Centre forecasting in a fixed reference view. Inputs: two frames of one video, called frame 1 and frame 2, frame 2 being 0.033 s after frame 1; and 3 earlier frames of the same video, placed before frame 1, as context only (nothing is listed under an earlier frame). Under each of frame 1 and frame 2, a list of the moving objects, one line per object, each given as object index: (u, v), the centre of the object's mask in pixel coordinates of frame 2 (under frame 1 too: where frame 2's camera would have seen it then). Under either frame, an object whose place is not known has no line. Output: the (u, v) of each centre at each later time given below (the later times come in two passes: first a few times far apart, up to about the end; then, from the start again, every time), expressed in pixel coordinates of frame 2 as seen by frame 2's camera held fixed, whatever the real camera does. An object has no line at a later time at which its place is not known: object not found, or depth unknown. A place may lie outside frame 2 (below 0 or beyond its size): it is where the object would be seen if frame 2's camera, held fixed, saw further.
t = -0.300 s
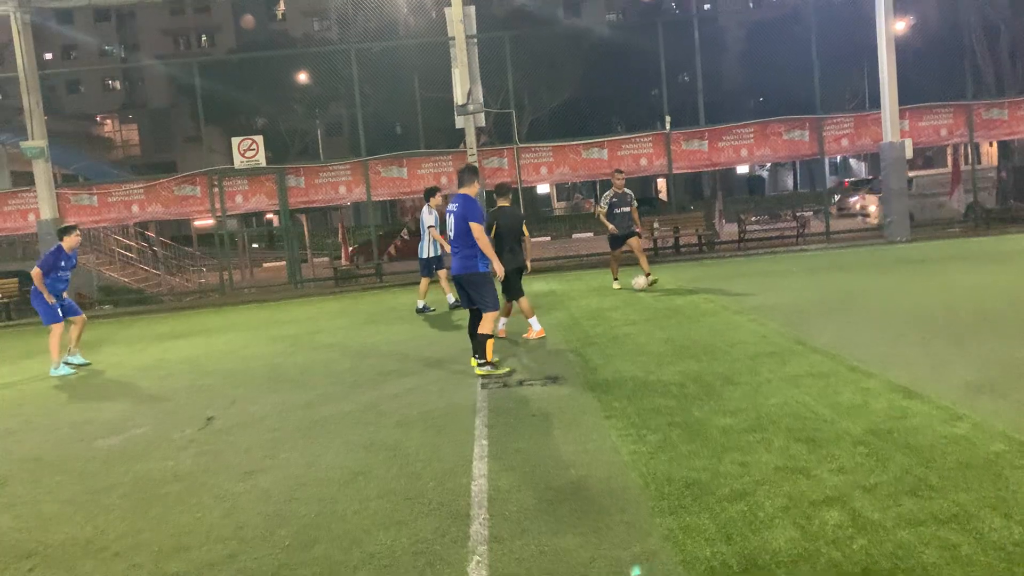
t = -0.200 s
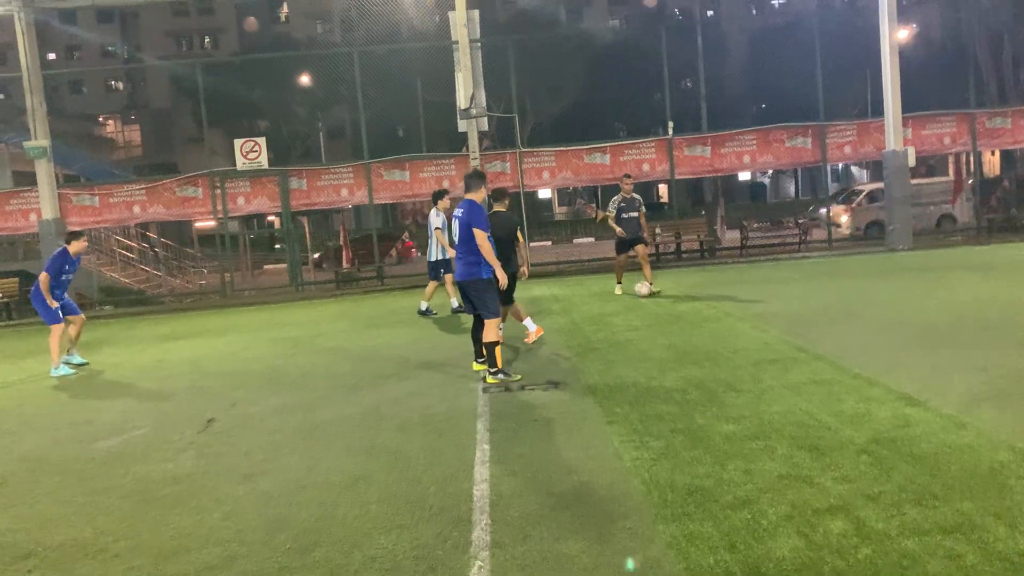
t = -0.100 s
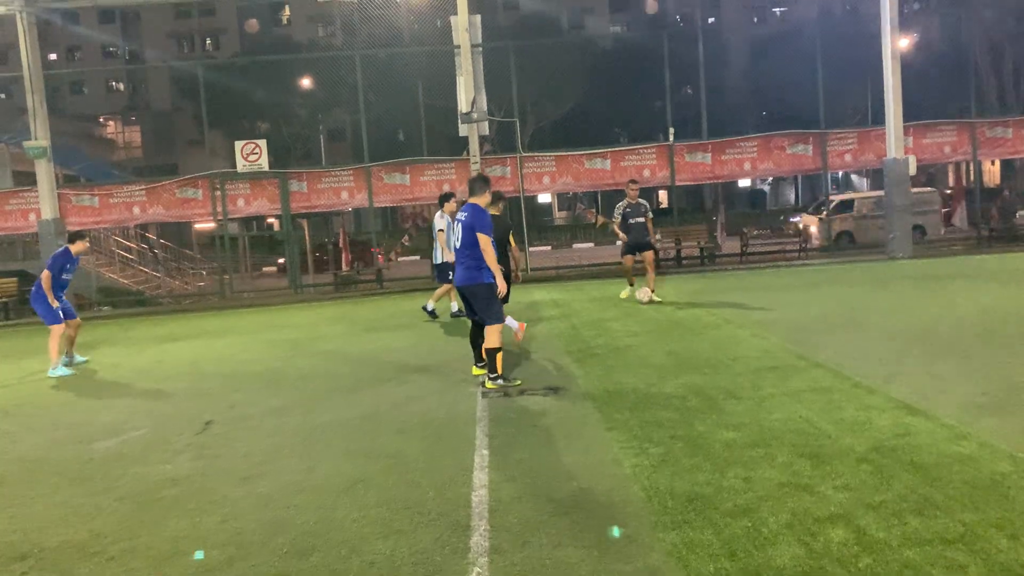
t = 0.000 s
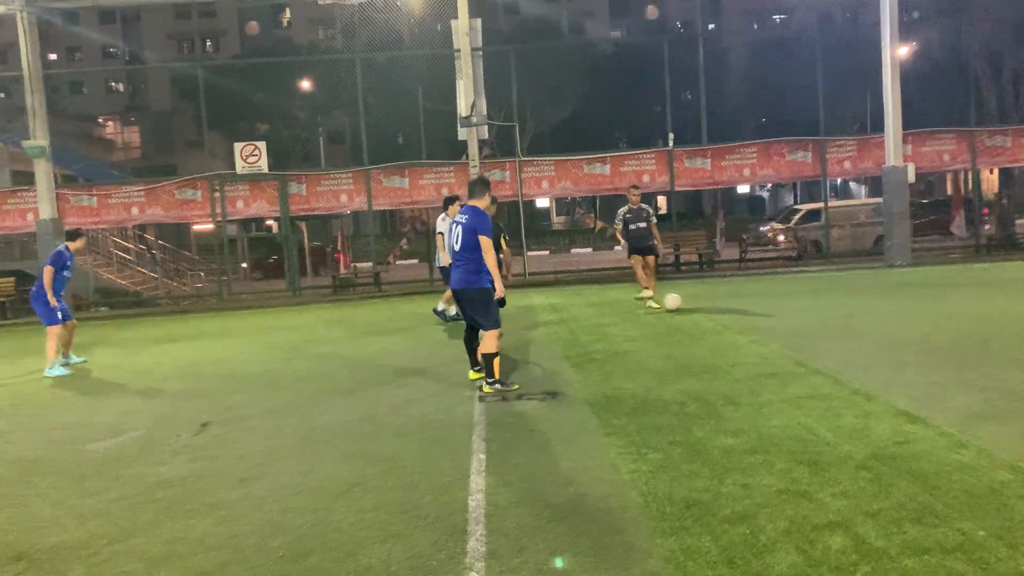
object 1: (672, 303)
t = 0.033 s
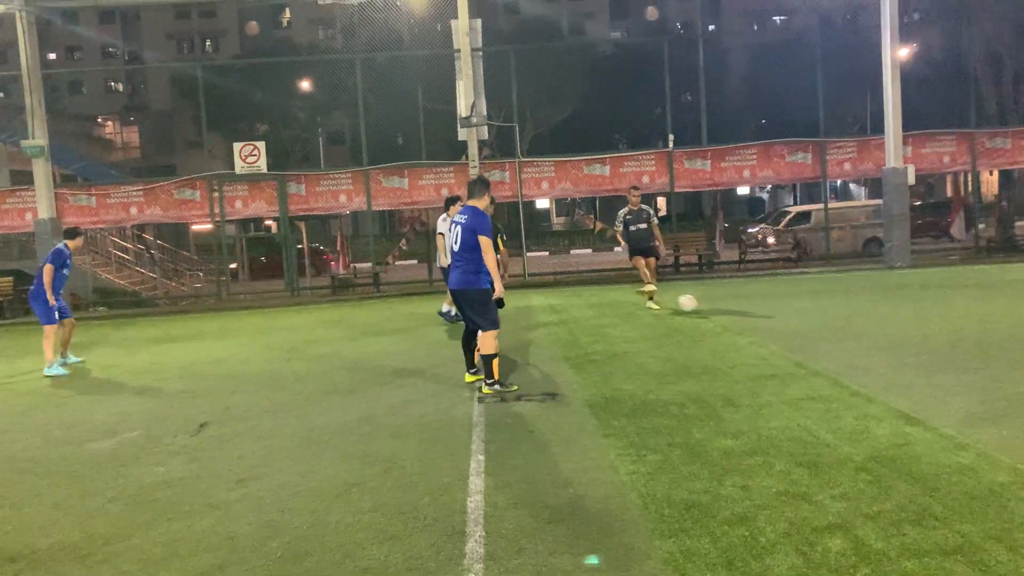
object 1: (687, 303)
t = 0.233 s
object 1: (795, 316)
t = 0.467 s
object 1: (941, 332)
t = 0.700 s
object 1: (1119, 357)
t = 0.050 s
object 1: (695, 303)
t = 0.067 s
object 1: (703, 304)
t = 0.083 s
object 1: (712, 305)
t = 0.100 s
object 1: (720, 306)
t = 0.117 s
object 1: (730, 308)
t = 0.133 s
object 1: (740, 310)
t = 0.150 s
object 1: (749, 313)
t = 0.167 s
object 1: (760, 316)
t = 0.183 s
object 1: (769, 317)
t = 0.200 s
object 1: (777, 317)
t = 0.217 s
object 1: (786, 316)
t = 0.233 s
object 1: (795, 316)
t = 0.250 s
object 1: (805, 316)
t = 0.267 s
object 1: (814, 316)
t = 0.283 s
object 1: (824, 317)
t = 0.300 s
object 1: (834, 318)
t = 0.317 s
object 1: (844, 320)
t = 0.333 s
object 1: (854, 322)
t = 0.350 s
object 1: (864, 324)
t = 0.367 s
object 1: (876, 326)
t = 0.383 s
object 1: (888, 329)
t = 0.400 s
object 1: (899, 333)
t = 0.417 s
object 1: (911, 335)
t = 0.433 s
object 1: (921, 334)
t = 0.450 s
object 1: (930, 333)
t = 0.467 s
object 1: (941, 332)
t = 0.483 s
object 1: (952, 332)
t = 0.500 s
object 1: (962, 332)
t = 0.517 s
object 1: (974, 332)
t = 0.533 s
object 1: (985, 334)
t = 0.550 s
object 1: (997, 335)
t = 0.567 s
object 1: (1009, 336)
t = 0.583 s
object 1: (1021, 338)
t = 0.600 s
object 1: (1034, 341)
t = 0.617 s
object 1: (1048, 344)
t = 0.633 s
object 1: (1061, 347)
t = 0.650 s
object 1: (1074, 351)
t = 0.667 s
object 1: (1088, 355)
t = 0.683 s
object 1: (1104, 357)
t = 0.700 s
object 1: (1119, 357)
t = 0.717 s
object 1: (1136, 356)
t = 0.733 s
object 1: (1151, 357)
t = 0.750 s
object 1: (1167, 358)
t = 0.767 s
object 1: (1184, 359)
